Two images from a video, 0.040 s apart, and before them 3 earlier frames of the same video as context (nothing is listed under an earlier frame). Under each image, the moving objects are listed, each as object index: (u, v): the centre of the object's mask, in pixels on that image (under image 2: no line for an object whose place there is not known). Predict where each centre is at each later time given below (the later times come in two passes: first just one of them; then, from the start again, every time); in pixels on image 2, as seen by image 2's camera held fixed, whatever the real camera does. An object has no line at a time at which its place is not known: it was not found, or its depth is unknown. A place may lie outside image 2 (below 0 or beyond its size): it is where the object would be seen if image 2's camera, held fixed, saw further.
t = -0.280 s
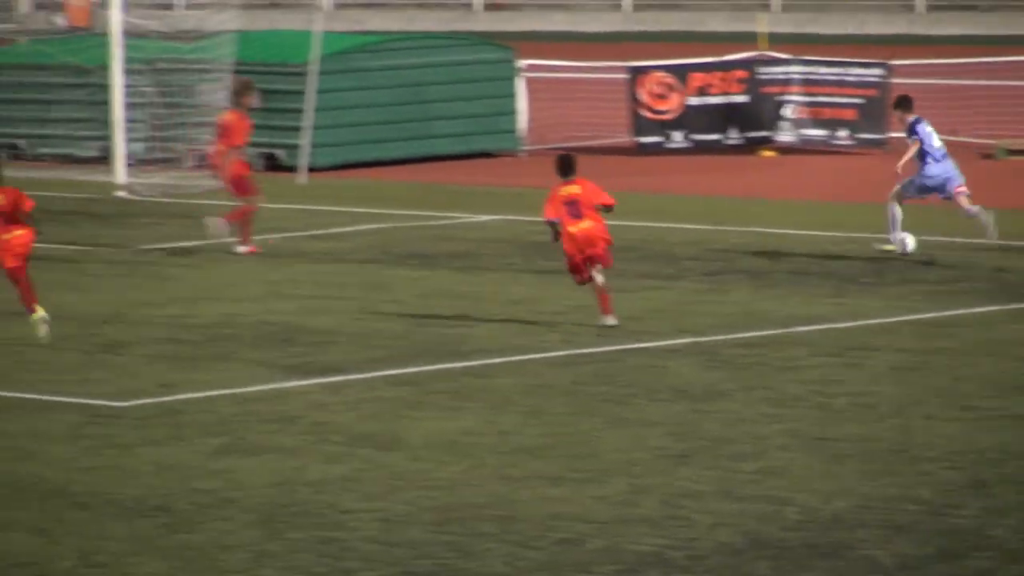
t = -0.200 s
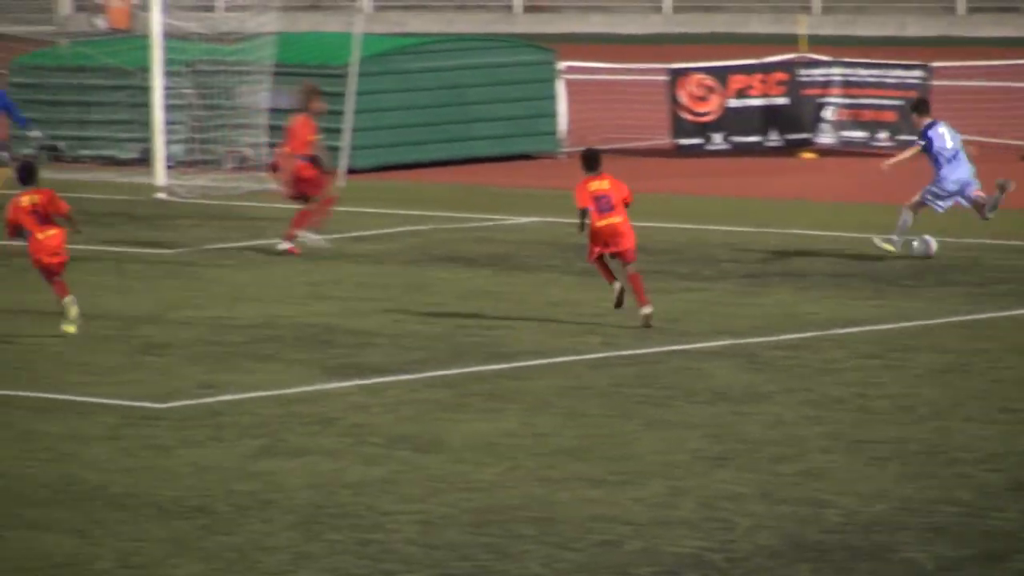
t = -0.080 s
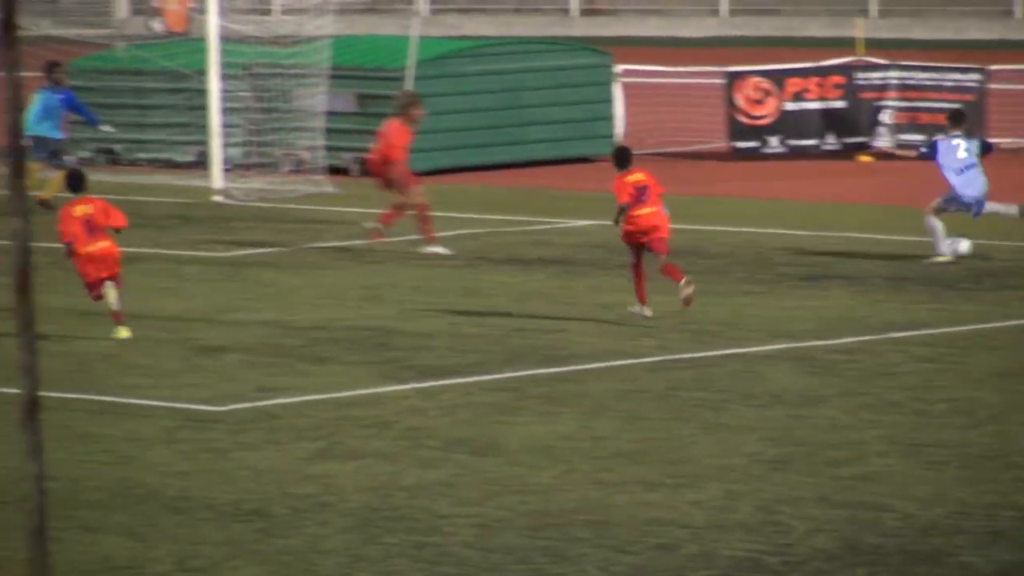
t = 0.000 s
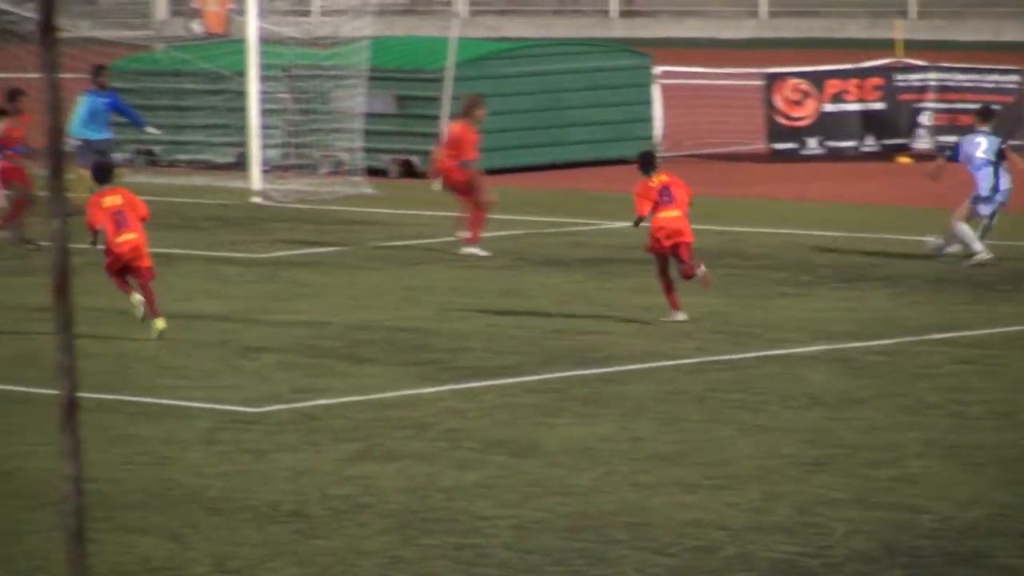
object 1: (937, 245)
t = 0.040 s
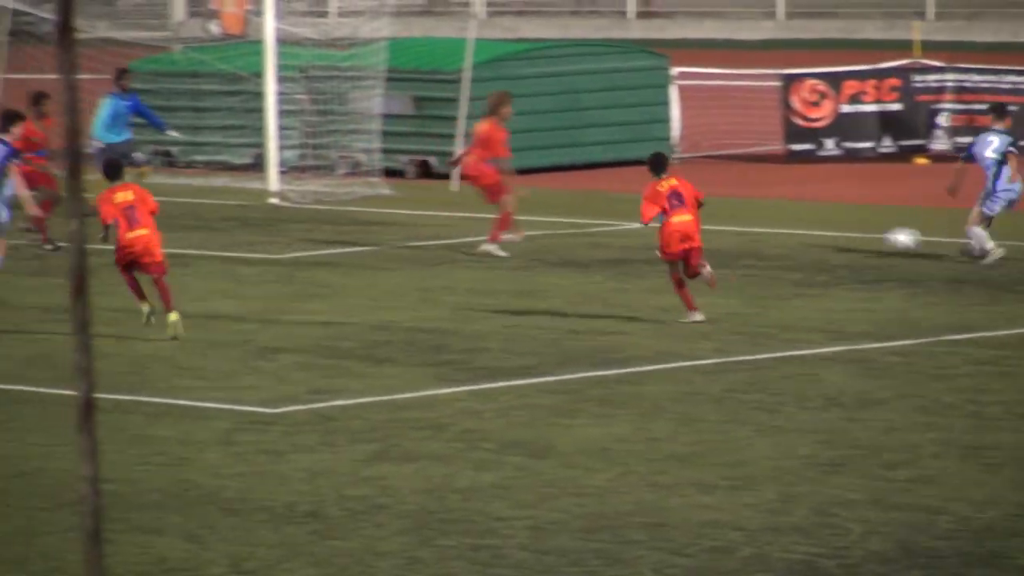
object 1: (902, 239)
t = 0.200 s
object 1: (682, 241)
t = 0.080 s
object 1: (847, 235)
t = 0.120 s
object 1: (792, 235)
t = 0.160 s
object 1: (737, 237)
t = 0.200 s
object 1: (682, 241)
